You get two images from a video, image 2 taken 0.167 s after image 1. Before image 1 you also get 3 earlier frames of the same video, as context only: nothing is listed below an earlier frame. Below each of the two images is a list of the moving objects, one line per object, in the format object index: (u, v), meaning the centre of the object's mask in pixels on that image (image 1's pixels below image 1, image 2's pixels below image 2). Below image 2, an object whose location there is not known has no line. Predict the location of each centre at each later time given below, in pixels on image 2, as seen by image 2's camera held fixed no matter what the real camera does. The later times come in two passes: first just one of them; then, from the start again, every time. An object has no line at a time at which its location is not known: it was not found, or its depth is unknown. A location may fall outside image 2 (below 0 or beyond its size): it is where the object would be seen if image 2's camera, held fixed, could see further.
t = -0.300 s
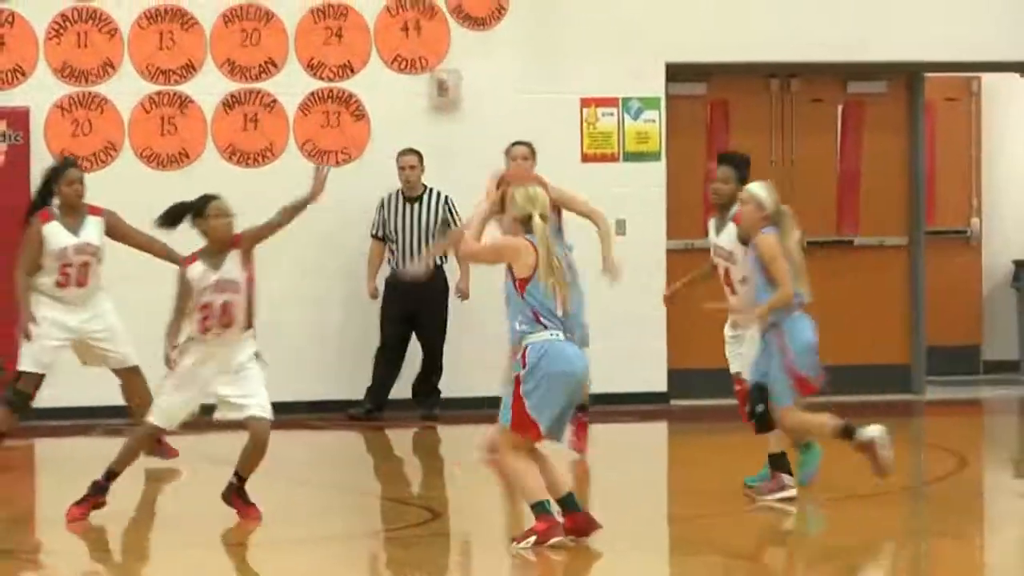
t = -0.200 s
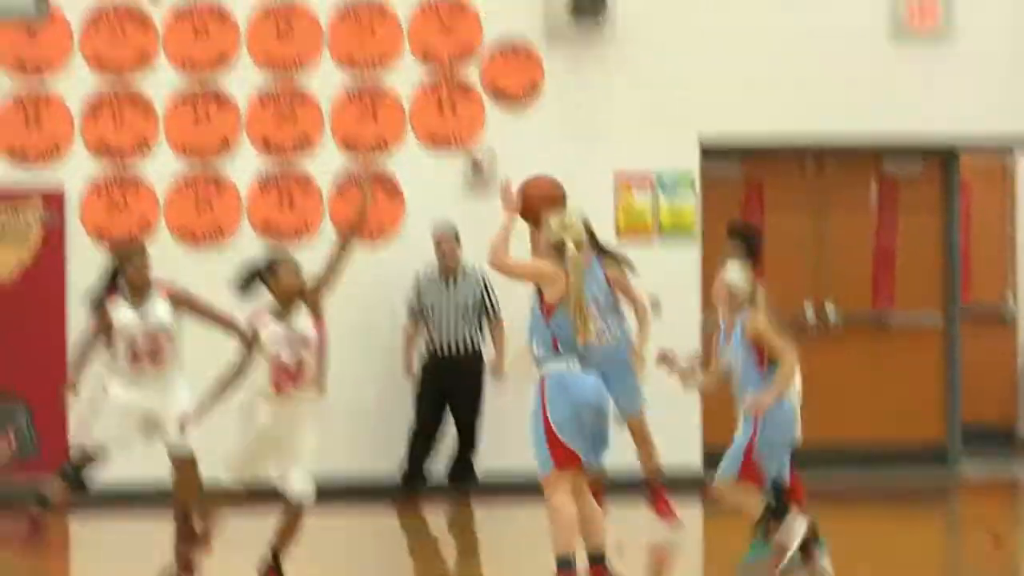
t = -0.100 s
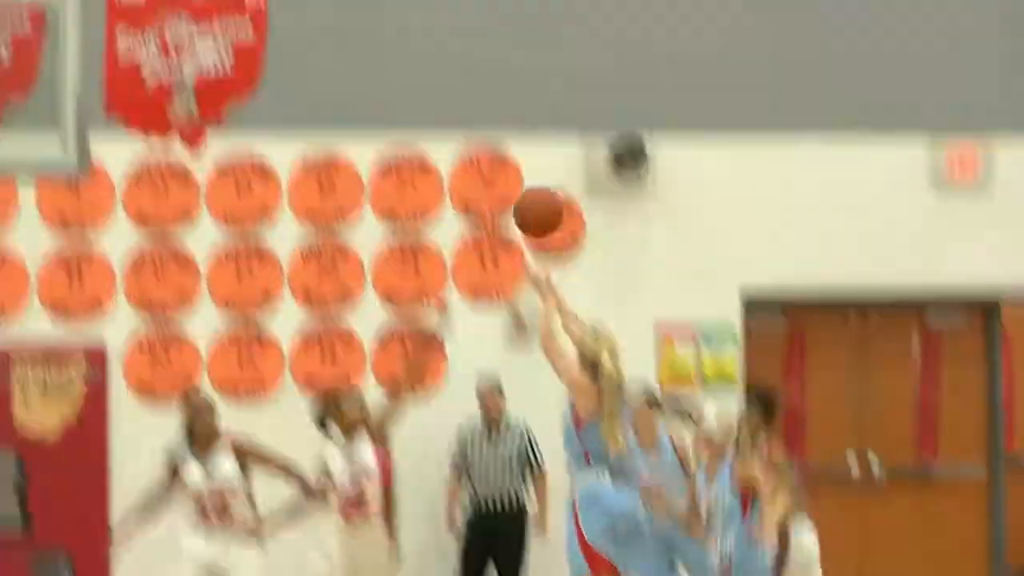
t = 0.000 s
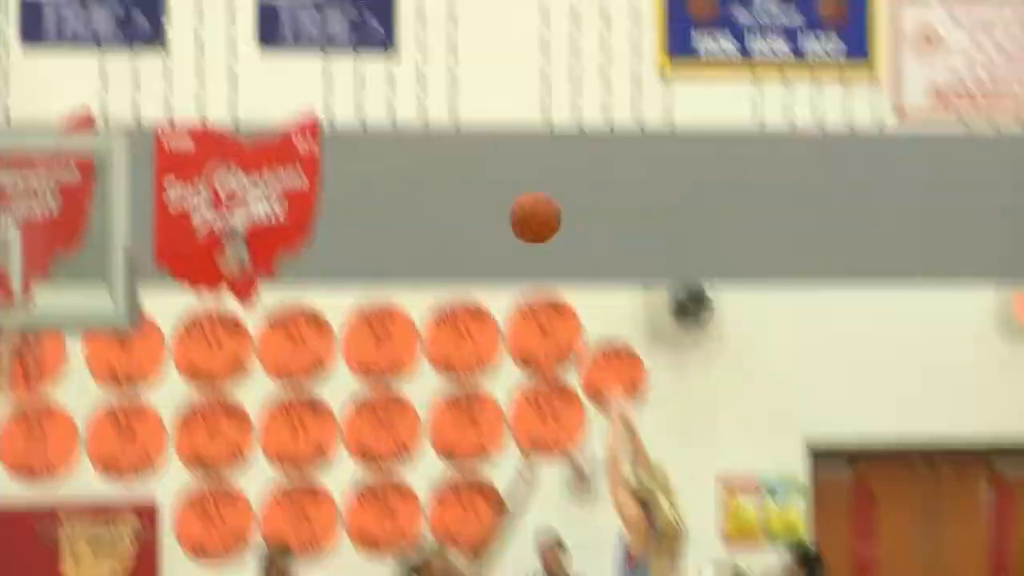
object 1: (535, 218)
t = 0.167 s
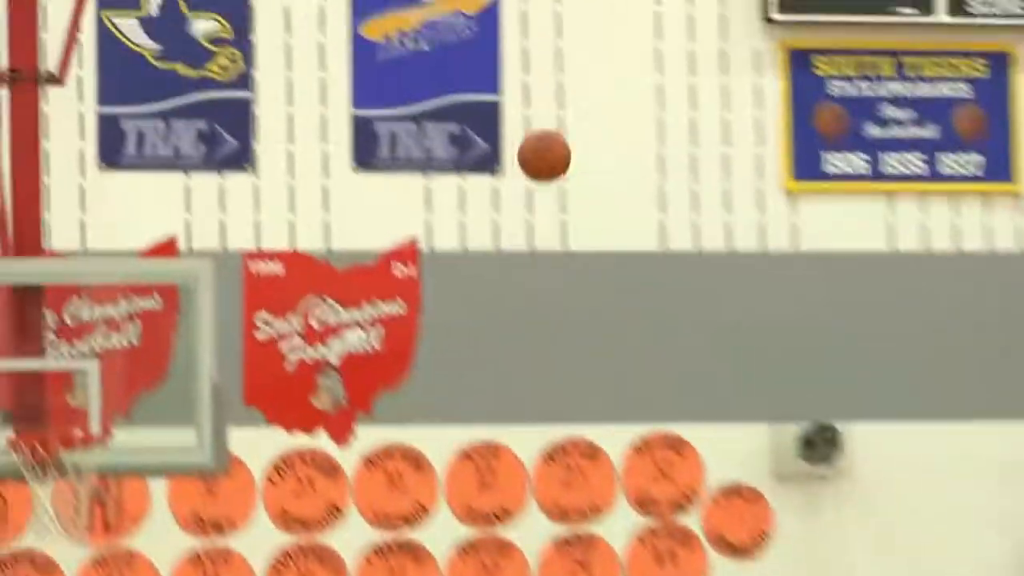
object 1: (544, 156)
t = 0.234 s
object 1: (504, 100)
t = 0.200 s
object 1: (524, 126)
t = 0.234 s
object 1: (504, 100)
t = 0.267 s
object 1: (484, 75)
